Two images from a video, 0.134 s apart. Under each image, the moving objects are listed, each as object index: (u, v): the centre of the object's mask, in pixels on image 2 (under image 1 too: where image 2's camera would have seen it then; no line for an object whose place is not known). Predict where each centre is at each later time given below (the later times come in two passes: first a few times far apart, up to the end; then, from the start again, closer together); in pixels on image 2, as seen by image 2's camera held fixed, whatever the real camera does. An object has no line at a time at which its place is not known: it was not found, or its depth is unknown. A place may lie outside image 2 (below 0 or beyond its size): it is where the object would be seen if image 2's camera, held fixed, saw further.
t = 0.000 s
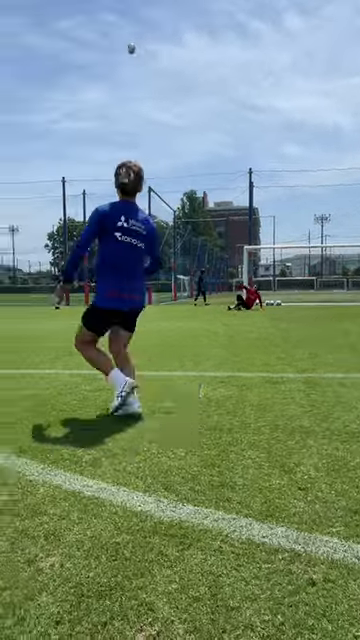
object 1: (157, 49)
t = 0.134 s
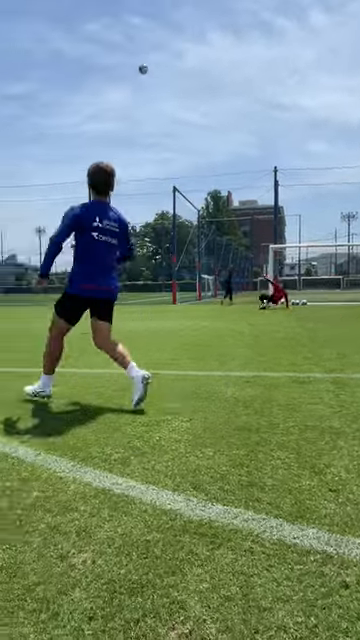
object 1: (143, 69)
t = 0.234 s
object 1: (132, 90)
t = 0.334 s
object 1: (121, 118)
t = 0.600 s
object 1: (92, 222)
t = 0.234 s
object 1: (132, 90)
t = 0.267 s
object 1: (128, 98)
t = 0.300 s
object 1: (125, 108)
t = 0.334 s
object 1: (121, 118)
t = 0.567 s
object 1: (95, 211)
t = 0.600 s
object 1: (92, 222)
